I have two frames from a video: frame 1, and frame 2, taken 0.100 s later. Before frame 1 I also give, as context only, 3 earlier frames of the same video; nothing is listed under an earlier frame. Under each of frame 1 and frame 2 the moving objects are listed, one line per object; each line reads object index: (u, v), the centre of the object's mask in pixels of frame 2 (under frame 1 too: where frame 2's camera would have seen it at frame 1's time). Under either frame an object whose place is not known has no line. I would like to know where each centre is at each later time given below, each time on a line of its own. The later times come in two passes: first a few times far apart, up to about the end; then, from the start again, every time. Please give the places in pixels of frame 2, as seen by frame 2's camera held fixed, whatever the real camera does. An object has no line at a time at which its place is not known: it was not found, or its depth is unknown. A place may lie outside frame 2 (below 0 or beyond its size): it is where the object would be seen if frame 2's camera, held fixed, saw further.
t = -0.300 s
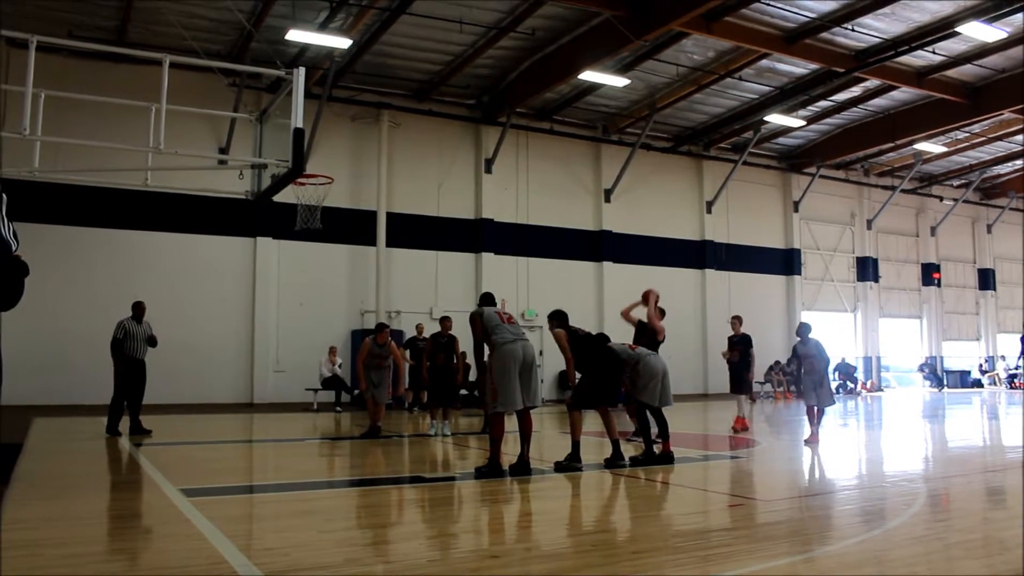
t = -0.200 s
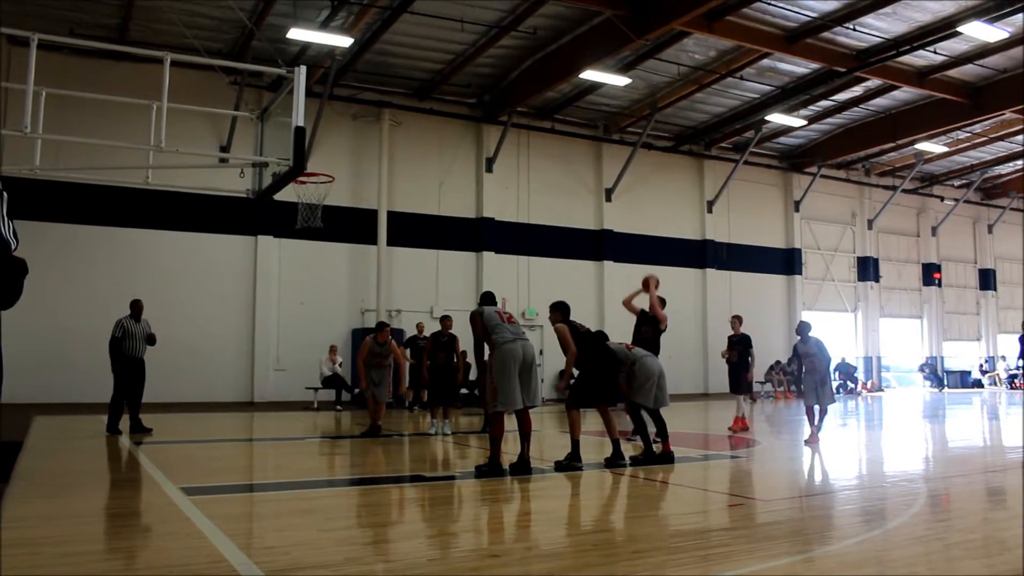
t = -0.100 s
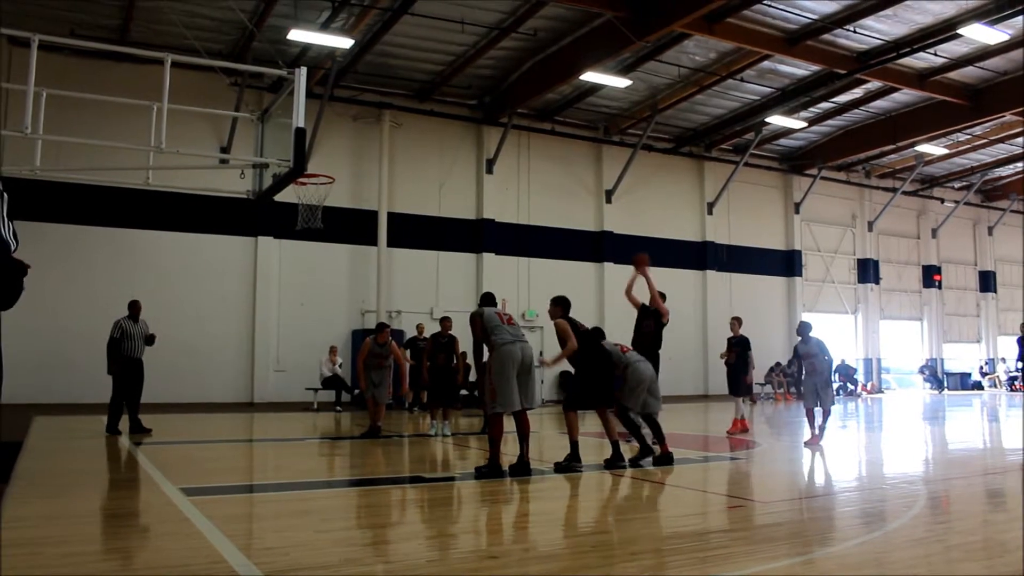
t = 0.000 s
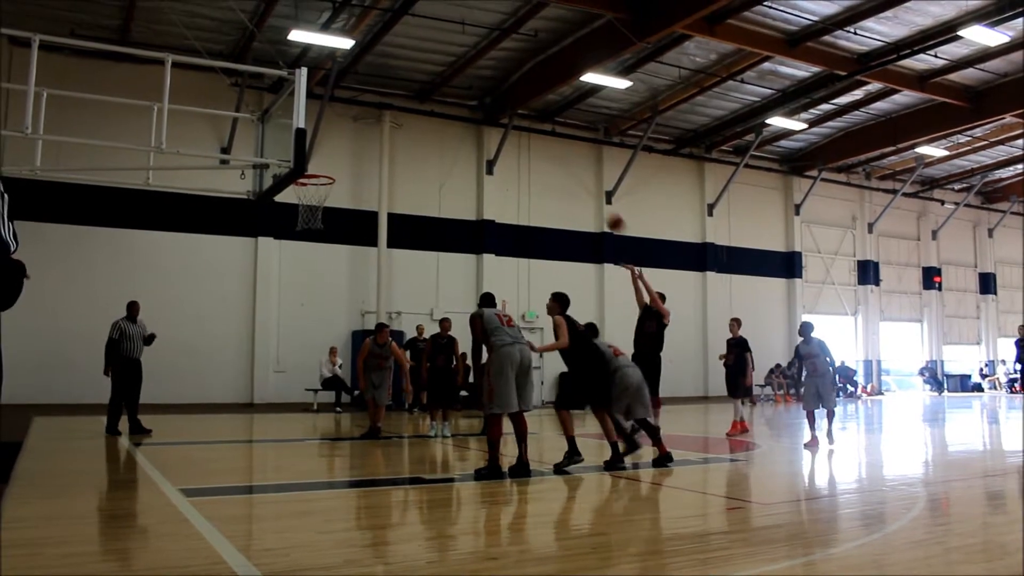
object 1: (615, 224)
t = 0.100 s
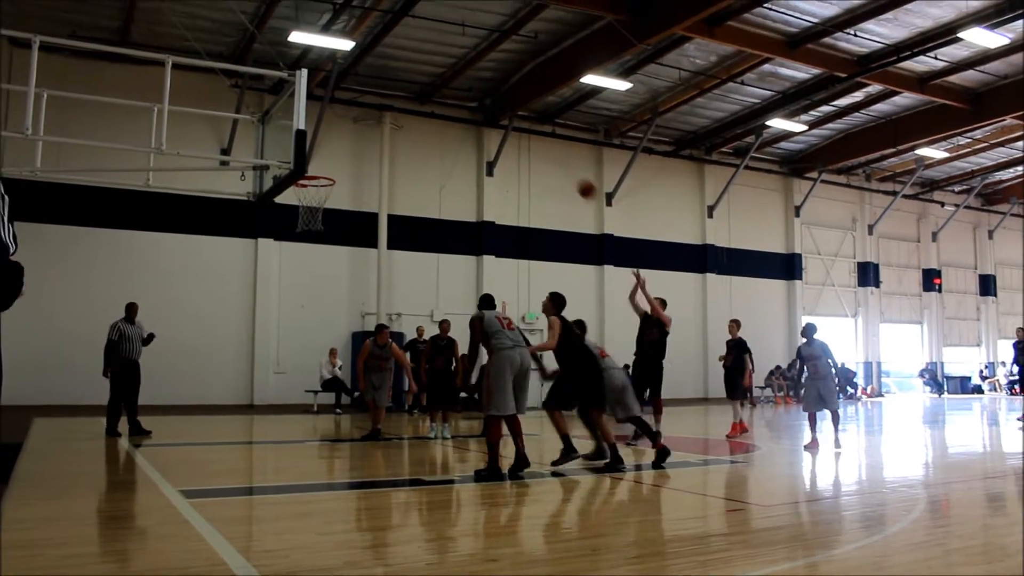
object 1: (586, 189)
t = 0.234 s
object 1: (548, 152)
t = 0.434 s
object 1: (489, 118)
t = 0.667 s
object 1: (412, 118)
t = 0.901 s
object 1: (330, 162)
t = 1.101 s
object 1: (291, 218)
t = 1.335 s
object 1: (282, 303)
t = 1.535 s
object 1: (272, 415)
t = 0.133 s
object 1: (577, 179)
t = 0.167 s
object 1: (567, 169)
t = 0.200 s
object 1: (557, 160)
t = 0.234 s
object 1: (548, 152)
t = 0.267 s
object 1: (537, 145)
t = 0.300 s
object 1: (528, 138)
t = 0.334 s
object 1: (519, 133)
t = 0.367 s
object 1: (508, 126)
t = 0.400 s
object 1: (498, 122)
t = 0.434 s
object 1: (489, 118)
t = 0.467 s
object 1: (478, 116)
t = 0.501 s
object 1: (469, 113)
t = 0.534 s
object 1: (457, 113)
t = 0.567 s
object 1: (444, 113)
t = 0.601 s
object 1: (434, 114)
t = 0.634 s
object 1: (424, 115)
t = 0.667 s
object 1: (412, 118)
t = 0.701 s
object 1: (400, 121)
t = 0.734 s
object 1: (388, 127)
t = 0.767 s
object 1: (378, 131)
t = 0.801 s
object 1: (365, 138)
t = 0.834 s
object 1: (354, 145)
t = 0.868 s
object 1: (342, 153)
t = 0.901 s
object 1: (330, 162)
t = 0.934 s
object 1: (319, 170)
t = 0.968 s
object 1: (305, 185)
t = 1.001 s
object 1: (296, 195)
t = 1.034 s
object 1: (293, 203)
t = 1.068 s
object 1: (292, 211)
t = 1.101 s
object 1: (291, 218)
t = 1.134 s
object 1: (291, 227)
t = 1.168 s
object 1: (290, 237)
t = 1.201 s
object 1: (287, 248)
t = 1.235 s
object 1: (286, 260)
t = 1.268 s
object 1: (285, 273)
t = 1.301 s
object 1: (284, 288)
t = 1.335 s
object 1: (282, 303)
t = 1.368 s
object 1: (281, 319)
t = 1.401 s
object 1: (280, 336)
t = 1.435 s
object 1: (278, 354)
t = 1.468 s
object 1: (276, 373)
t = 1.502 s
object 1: (275, 393)
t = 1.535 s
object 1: (272, 415)
